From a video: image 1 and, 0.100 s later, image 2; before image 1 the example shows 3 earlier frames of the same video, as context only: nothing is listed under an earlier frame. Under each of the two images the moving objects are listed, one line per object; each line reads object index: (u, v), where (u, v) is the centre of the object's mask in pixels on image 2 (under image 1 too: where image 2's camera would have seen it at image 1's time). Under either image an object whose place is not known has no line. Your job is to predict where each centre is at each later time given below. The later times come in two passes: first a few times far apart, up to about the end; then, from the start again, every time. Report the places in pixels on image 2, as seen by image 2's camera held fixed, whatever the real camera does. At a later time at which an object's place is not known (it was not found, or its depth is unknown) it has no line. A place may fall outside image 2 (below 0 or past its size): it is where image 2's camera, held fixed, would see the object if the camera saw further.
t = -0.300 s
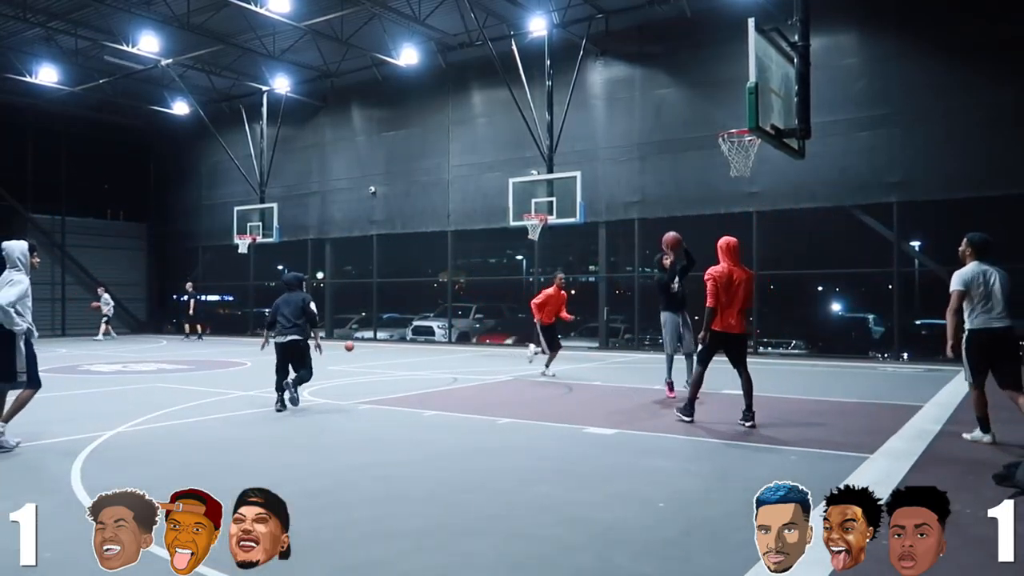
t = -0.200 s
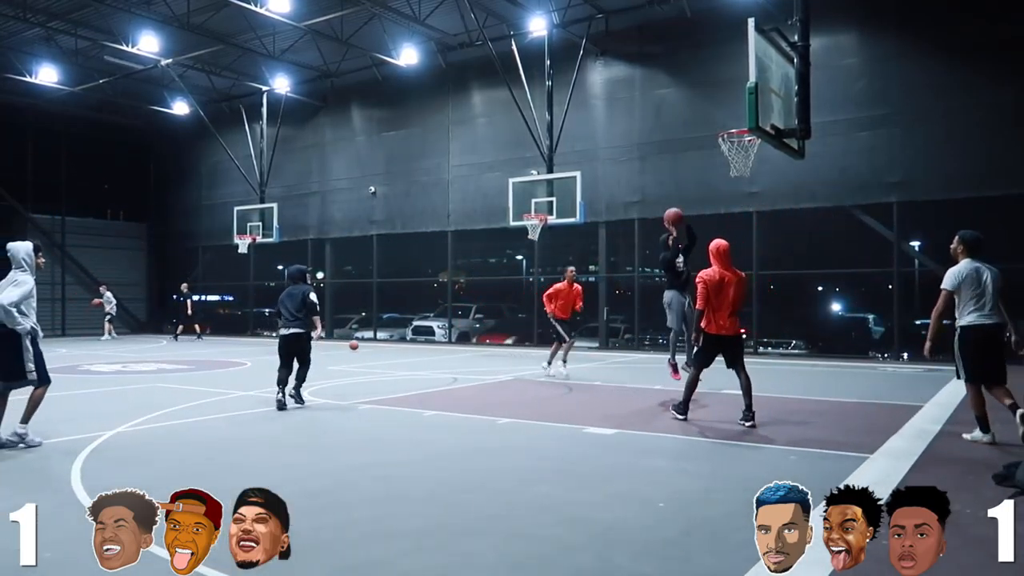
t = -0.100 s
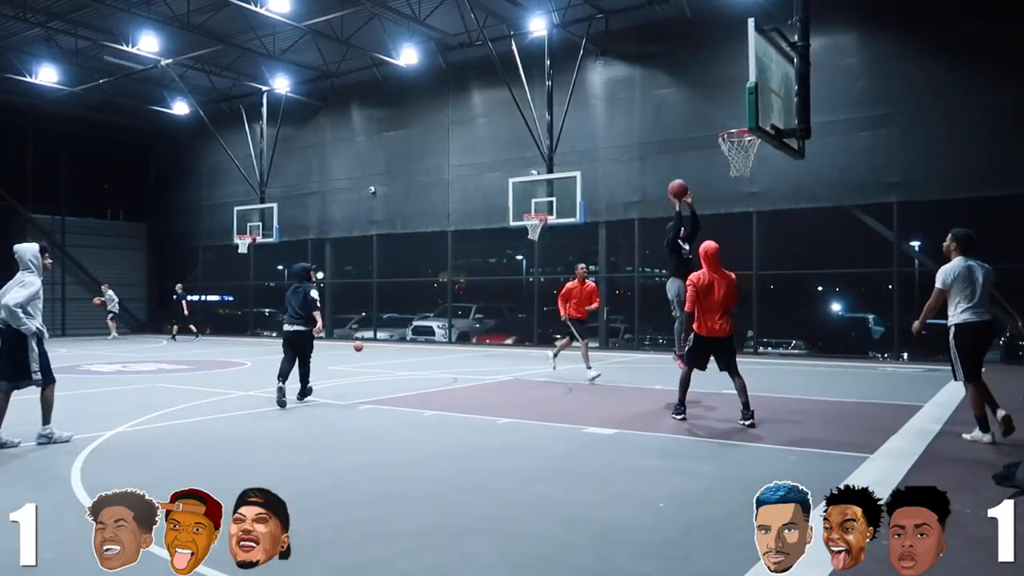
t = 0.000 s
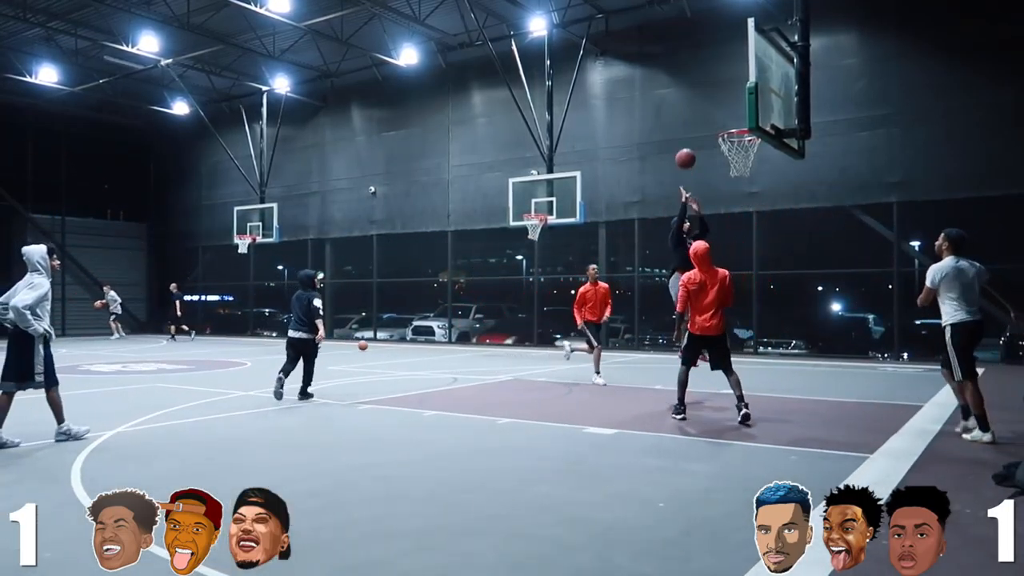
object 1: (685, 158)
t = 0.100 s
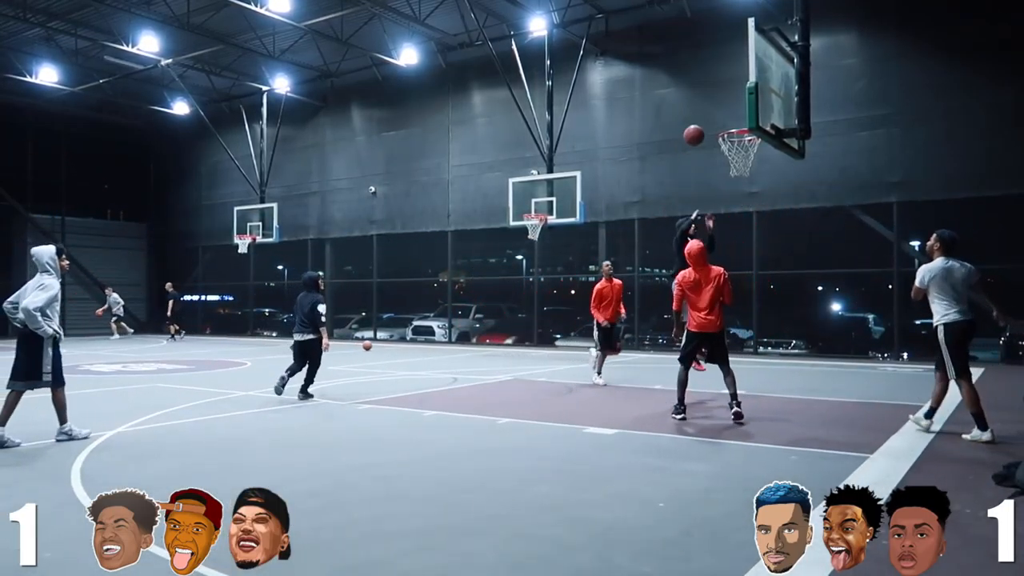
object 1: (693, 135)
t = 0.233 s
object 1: (705, 116)
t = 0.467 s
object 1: (726, 117)
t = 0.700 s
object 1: (748, 162)
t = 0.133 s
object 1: (696, 129)
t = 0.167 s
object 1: (699, 124)
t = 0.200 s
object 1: (702, 119)
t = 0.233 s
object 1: (705, 116)
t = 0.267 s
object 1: (708, 113)
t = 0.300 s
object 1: (710, 111)
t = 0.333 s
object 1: (713, 111)
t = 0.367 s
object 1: (716, 111)
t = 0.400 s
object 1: (719, 112)
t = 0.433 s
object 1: (722, 114)
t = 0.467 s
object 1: (726, 117)
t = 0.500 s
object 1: (729, 120)
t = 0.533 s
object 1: (732, 123)
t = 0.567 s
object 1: (734, 126)
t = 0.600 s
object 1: (738, 141)
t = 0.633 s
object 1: (743, 148)
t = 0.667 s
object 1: (745, 156)
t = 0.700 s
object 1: (748, 162)
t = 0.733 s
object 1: (750, 168)
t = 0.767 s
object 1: (752, 175)
